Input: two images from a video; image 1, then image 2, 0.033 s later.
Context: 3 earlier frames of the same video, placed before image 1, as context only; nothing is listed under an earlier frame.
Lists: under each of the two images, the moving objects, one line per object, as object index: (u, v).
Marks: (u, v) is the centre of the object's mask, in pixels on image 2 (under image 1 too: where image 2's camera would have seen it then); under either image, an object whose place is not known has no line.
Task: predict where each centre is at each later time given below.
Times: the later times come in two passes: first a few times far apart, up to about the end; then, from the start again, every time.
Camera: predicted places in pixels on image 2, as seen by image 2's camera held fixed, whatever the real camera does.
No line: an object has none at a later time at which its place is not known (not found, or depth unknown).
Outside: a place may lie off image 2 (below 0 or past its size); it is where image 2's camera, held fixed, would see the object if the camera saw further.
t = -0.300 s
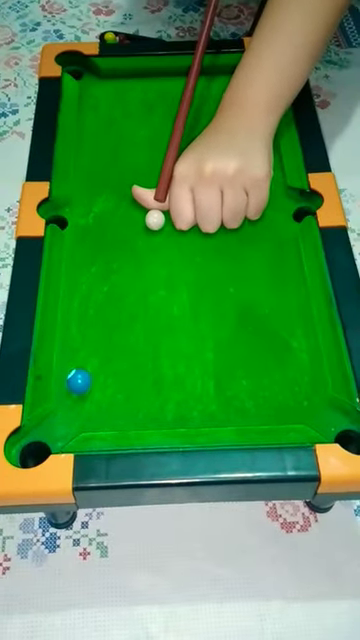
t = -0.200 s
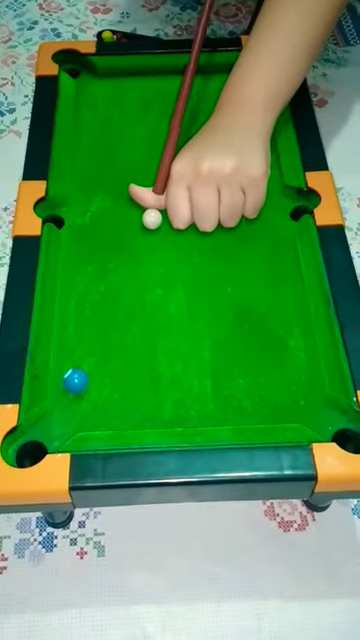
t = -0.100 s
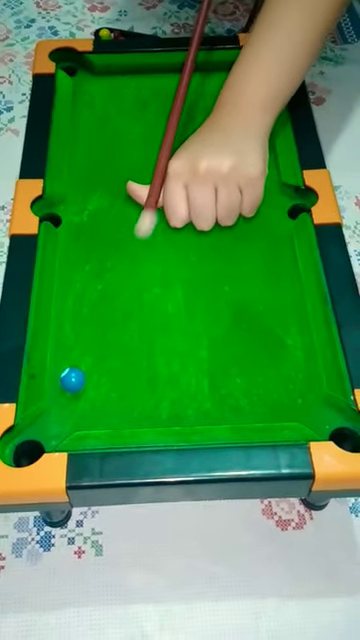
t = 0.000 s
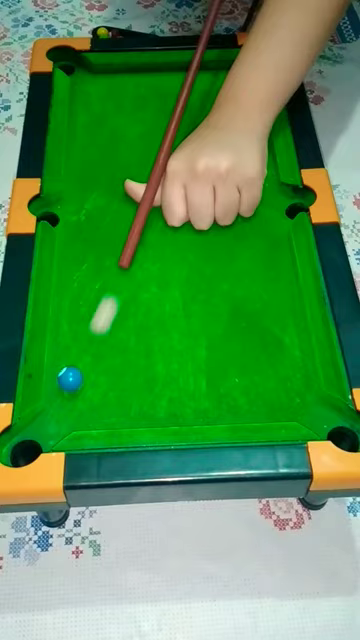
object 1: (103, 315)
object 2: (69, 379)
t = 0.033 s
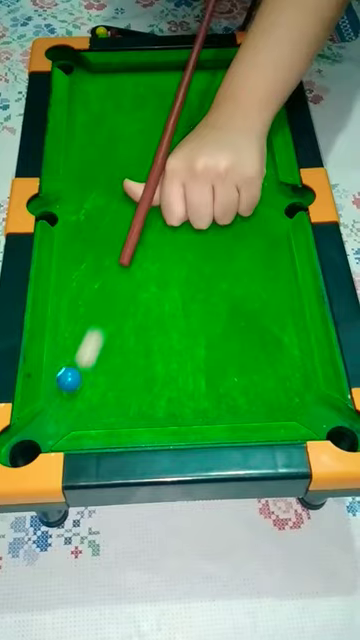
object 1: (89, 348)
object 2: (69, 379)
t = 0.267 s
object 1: (120, 409)
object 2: (48, 417)
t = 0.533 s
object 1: (141, 388)
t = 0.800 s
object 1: (153, 377)
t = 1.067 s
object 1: (159, 371)
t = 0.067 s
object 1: (91, 365)
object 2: (57, 396)
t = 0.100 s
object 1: (98, 375)
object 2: (62, 417)
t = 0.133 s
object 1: (104, 386)
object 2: (59, 418)
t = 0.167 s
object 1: (108, 399)
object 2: (53, 414)
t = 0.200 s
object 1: (112, 412)
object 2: (49, 412)
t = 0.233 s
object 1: (116, 414)
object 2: (48, 414)
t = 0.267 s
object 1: (120, 409)
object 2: (48, 417)
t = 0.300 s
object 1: (123, 405)
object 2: (46, 420)
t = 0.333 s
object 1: (126, 401)
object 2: (44, 425)
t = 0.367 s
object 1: (129, 399)
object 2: (42, 429)
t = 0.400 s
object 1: (132, 396)
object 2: (39, 434)
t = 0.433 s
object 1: (134, 394)
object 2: (36, 439)
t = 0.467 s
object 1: (137, 391)
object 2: (33, 444)
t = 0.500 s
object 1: (139, 390)
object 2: (26, 451)
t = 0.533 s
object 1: (141, 388)
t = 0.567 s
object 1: (143, 387)
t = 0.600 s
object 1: (145, 385)
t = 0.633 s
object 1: (147, 384)
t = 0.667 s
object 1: (148, 382)
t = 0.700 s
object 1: (150, 381)
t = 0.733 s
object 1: (152, 380)
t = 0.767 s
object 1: (153, 378)
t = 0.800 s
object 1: (153, 377)
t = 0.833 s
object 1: (154, 376)
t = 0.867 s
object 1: (155, 375)
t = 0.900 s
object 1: (155, 374)
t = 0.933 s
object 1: (156, 373)
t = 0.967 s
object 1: (157, 373)
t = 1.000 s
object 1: (157, 372)
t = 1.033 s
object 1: (158, 371)
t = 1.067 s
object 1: (159, 371)
